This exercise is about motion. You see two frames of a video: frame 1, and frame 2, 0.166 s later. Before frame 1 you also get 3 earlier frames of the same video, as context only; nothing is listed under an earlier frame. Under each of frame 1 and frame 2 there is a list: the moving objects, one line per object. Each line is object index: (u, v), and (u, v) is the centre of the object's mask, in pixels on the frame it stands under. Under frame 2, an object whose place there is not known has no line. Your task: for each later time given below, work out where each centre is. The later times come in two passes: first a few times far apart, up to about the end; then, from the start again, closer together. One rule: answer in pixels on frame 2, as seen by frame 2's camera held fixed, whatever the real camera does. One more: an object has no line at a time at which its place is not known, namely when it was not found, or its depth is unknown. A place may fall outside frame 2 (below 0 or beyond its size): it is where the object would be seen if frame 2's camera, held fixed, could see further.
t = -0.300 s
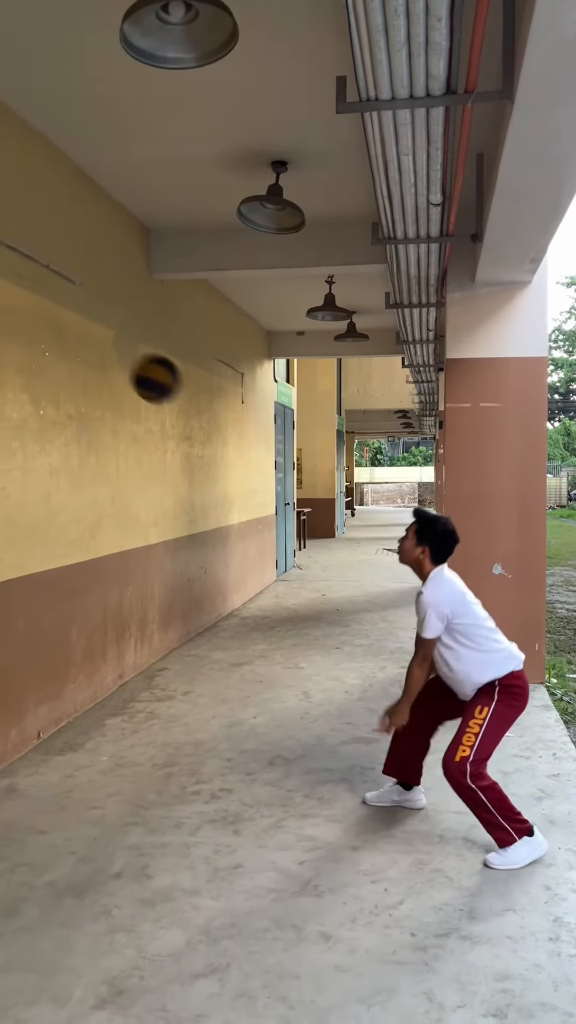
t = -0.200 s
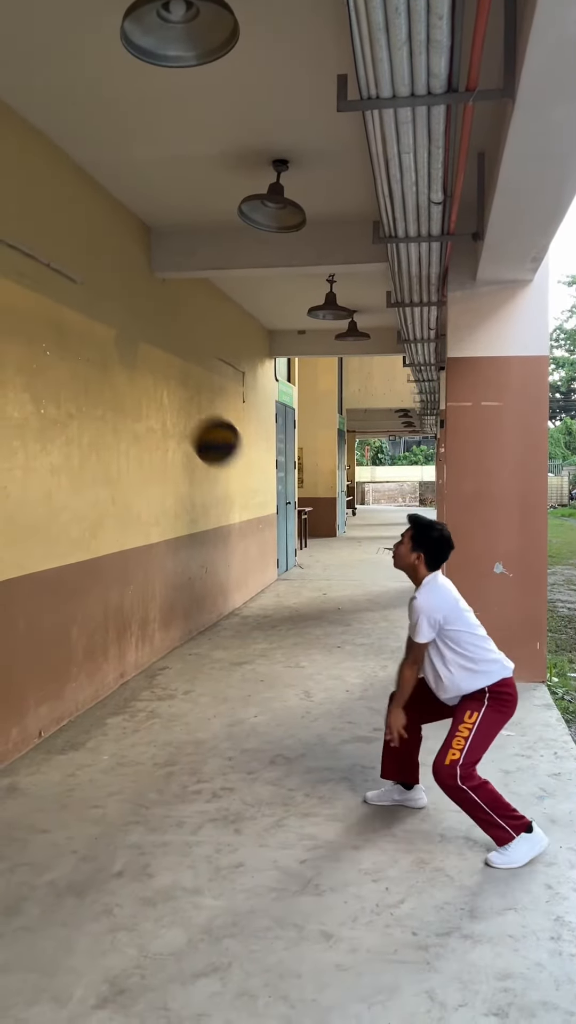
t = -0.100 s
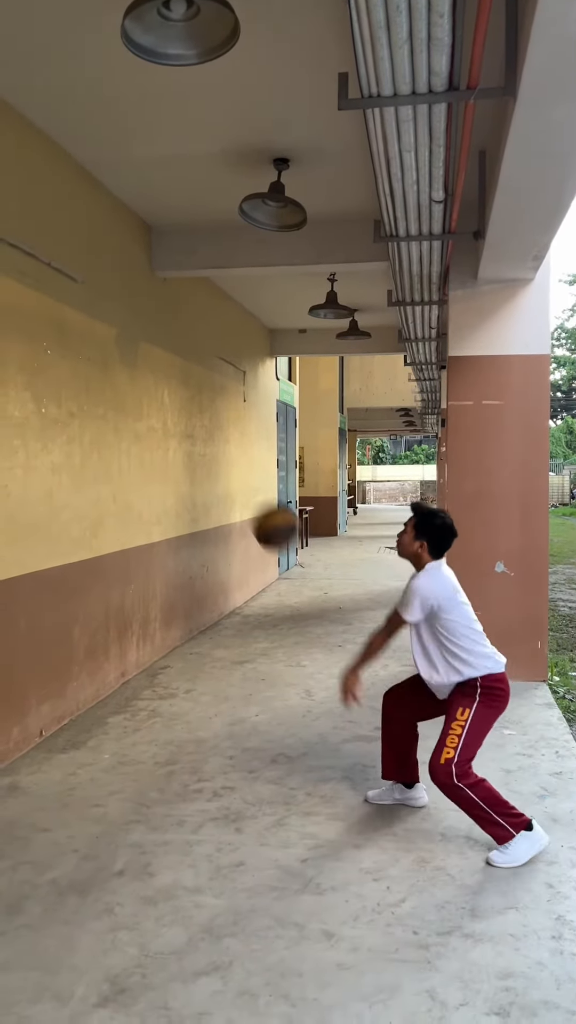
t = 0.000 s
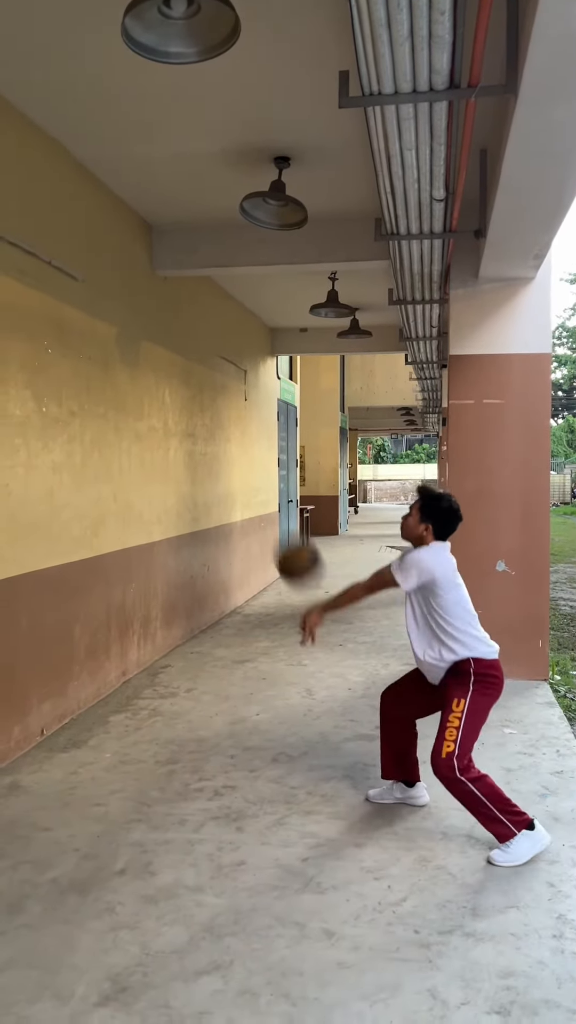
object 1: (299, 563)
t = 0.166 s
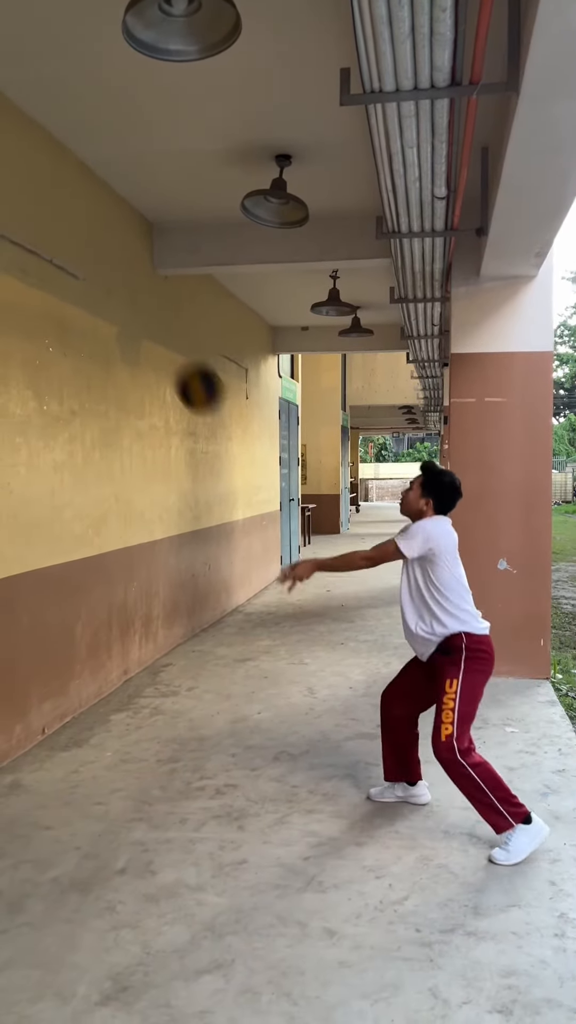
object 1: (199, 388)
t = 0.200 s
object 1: (167, 344)
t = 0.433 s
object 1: (41, 235)
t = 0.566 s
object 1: (50, 218)
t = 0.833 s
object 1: (186, 280)
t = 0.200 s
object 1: (167, 344)
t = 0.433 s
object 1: (41, 235)
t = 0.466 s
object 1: (24, 229)
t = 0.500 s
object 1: (17, 224)
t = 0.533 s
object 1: (33, 219)
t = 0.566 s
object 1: (50, 218)
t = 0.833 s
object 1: (186, 280)
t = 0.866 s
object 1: (203, 298)
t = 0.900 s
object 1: (220, 318)
